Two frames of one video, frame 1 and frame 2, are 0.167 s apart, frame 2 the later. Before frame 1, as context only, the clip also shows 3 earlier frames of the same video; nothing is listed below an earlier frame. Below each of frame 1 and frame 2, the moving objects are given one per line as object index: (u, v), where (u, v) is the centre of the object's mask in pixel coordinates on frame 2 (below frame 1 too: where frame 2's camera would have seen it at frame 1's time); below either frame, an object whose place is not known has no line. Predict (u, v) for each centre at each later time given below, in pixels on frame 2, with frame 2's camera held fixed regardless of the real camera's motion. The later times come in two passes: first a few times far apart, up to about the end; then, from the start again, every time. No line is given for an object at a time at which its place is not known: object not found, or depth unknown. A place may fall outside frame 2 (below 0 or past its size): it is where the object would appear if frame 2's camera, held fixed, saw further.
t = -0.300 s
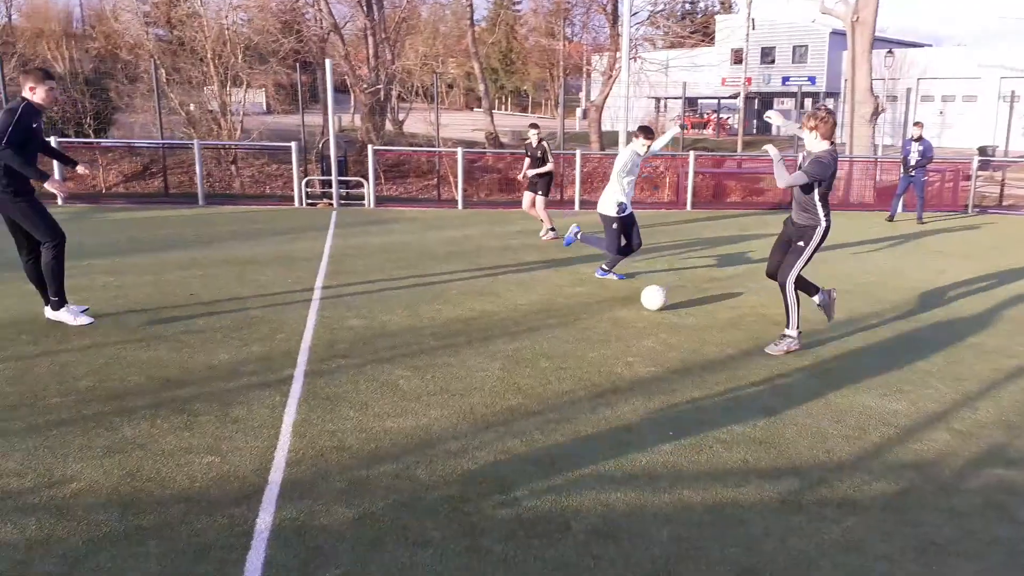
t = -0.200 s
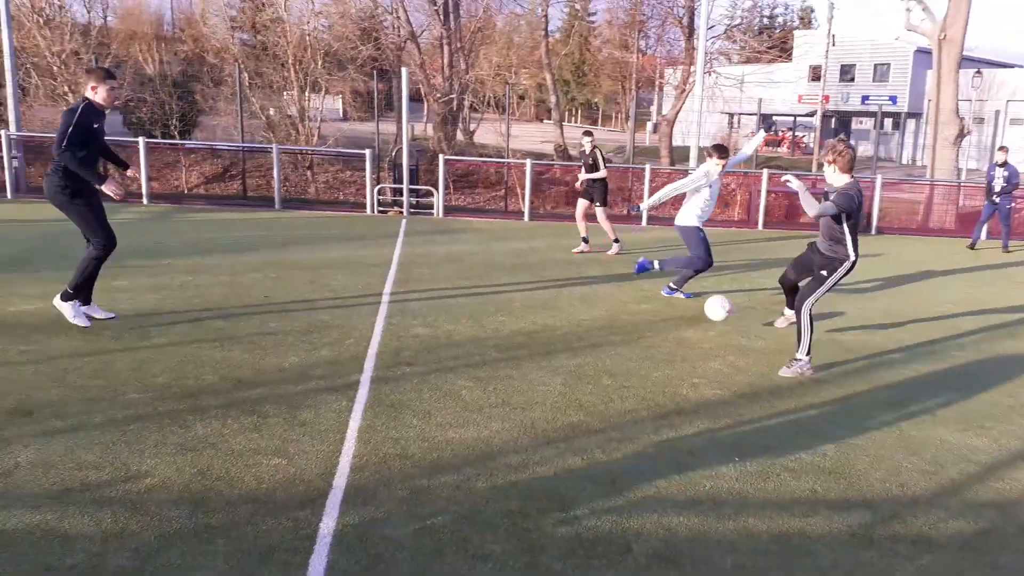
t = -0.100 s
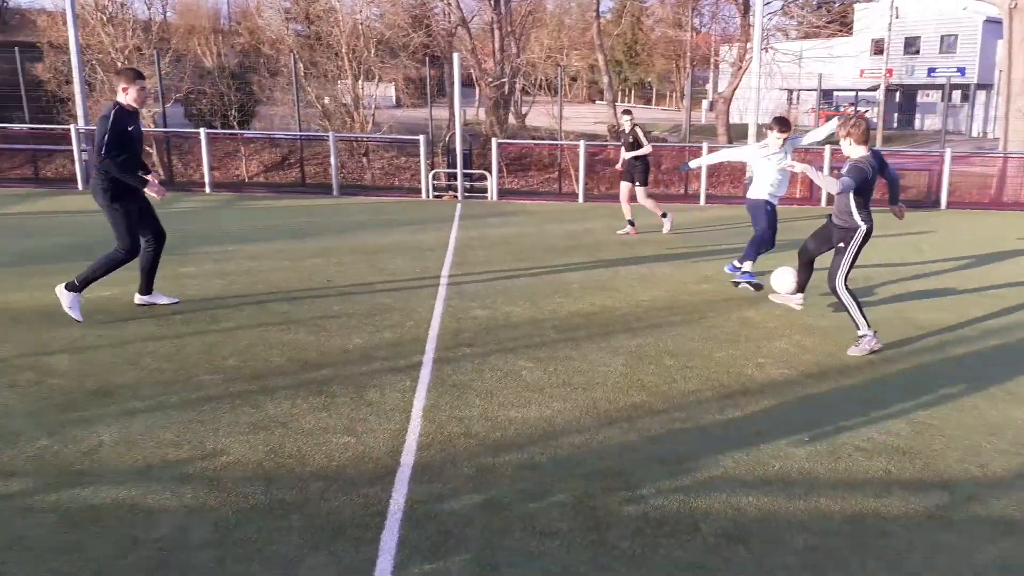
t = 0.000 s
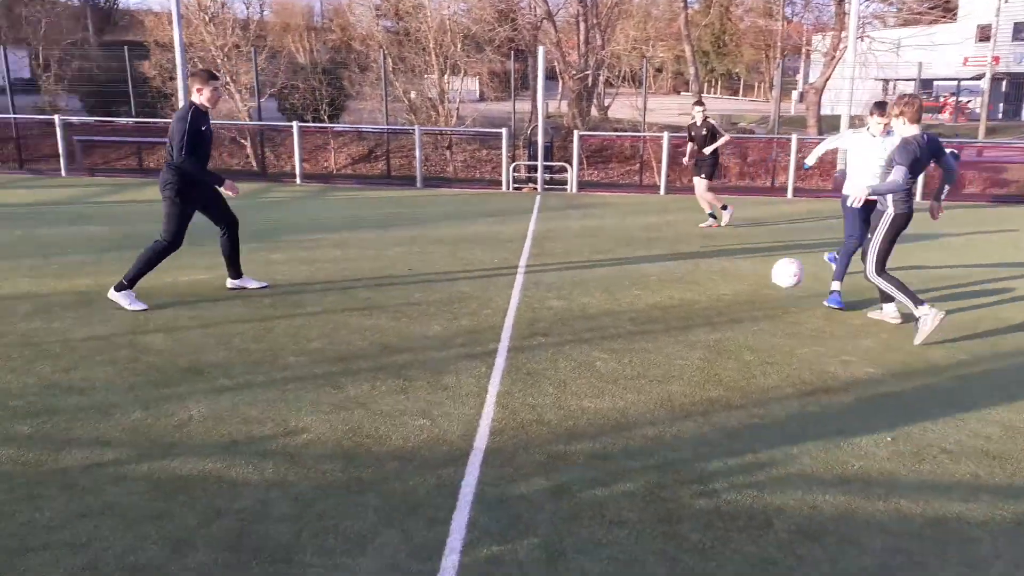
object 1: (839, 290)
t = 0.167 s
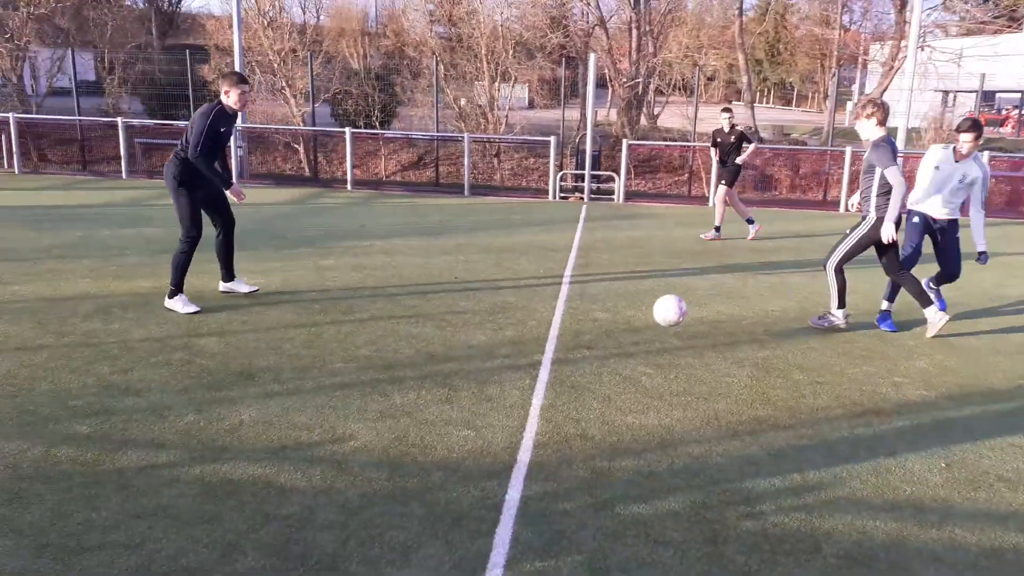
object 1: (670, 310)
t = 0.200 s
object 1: (634, 320)
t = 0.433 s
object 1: (420, 316)
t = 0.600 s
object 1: (251, 346)
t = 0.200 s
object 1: (634, 320)
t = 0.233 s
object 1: (599, 330)
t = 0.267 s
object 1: (568, 331)
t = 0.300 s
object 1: (539, 325)
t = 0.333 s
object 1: (510, 320)
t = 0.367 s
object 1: (481, 317)
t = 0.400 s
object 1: (451, 316)
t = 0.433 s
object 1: (420, 316)
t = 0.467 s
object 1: (388, 318)
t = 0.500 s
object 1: (355, 322)
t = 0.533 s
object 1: (322, 328)
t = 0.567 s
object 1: (287, 336)
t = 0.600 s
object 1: (251, 346)
